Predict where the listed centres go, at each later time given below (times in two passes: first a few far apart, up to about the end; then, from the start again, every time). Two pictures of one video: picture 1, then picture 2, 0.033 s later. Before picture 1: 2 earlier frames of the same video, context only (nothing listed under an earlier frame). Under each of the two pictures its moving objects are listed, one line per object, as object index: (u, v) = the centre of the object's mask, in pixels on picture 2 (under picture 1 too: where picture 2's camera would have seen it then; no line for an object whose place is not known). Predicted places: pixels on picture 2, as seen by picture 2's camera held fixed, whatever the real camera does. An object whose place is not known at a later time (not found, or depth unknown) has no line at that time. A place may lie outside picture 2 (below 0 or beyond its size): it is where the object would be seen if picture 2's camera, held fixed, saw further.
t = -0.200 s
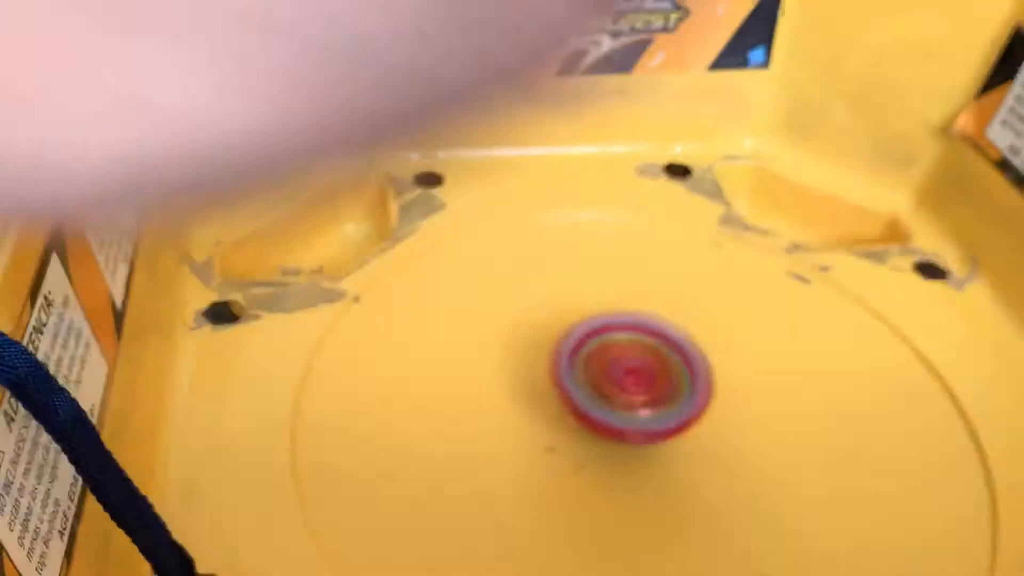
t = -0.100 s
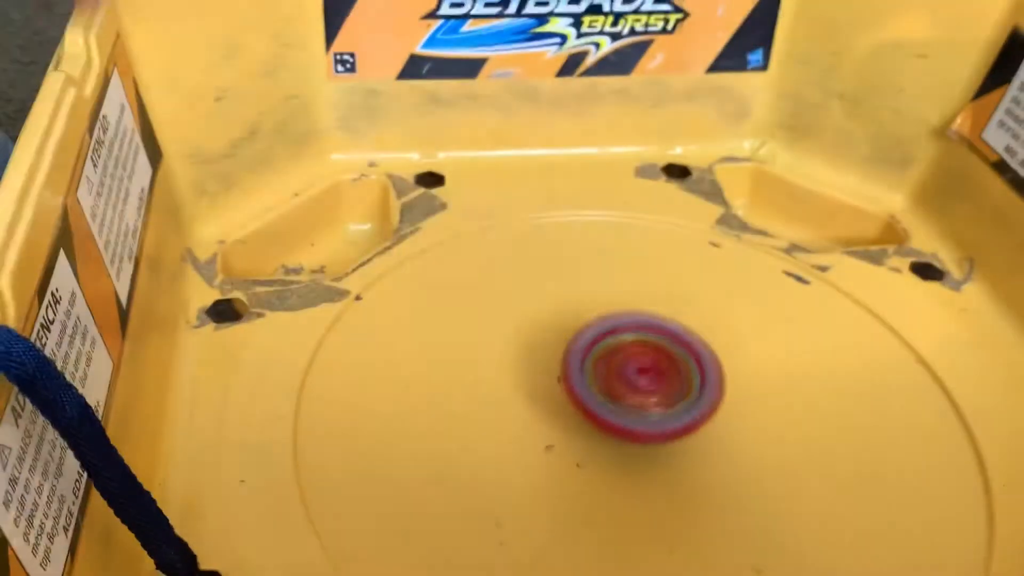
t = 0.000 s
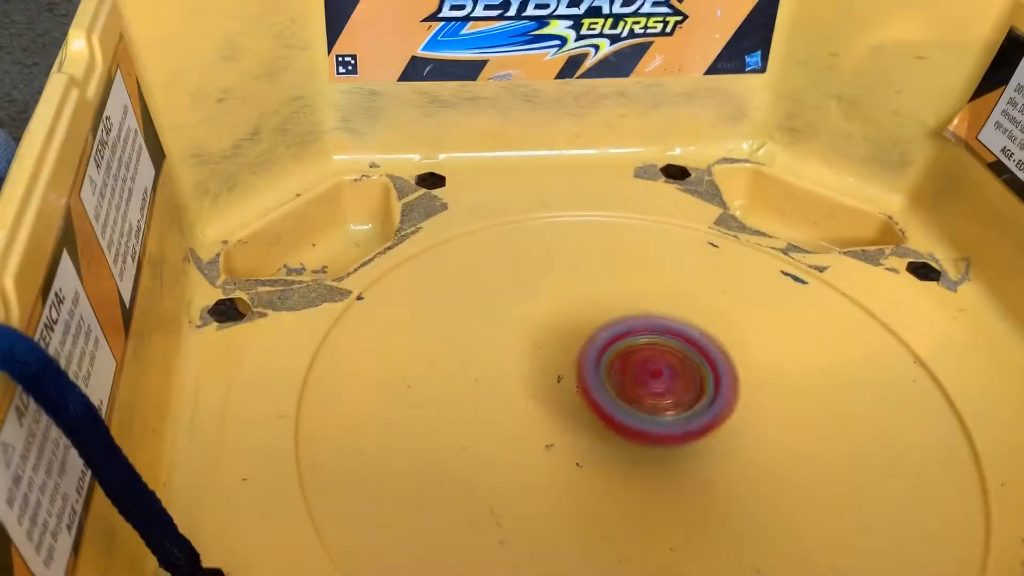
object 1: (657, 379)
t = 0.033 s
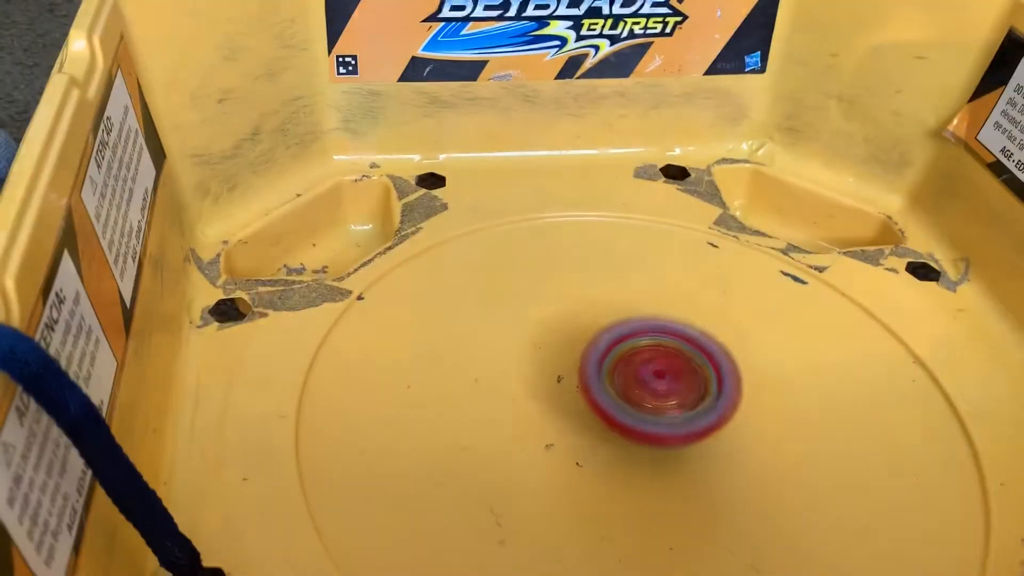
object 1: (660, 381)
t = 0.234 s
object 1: (678, 392)
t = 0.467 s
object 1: (684, 406)
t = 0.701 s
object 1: (671, 416)
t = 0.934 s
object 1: (655, 422)
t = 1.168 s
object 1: (646, 422)
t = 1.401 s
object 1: (634, 412)
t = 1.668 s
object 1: (618, 395)
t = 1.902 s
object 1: (619, 383)
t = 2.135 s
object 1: (636, 382)
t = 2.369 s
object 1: (651, 384)
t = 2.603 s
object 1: (662, 394)
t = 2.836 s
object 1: (663, 398)
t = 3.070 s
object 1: (659, 403)
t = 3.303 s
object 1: (650, 408)
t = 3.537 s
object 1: (639, 409)
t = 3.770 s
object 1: (628, 404)
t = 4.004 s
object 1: (624, 395)
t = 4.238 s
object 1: (624, 385)
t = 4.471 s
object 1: (630, 383)
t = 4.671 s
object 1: (642, 383)
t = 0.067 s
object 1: (663, 381)
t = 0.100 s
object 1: (669, 383)
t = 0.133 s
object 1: (673, 386)
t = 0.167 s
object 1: (675, 389)
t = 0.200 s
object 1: (676, 390)
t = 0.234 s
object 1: (678, 392)
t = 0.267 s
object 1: (681, 394)
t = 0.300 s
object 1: (682, 397)
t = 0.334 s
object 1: (682, 399)
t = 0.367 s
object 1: (682, 400)
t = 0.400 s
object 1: (683, 402)
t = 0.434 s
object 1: (684, 404)
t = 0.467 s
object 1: (684, 406)
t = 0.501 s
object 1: (681, 407)
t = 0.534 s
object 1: (680, 409)
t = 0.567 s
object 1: (680, 410)
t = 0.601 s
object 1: (680, 412)
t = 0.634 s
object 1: (678, 414)
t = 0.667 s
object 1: (674, 416)
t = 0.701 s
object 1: (671, 416)
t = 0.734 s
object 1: (669, 417)
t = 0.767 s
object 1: (667, 419)
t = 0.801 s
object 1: (666, 419)
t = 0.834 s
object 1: (663, 421)
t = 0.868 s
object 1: (659, 421)
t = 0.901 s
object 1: (656, 421)
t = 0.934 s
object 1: (655, 422)
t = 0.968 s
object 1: (654, 422)
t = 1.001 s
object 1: (653, 423)
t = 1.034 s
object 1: (651, 424)
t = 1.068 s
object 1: (648, 423)
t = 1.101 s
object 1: (646, 423)
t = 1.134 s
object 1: (646, 422)
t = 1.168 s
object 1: (646, 422)
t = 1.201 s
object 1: (645, 421)
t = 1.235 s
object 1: (644, 421)
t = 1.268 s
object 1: (642, 420)
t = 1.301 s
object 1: (639, 418)
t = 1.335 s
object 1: (637, 416)
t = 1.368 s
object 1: (635, 414)
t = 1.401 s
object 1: (634, 412)
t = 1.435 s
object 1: (633, 410)
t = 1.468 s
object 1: (631, 408)
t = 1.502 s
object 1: (628, 407)
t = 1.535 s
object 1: (625, 404)
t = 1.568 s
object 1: (621, 401)
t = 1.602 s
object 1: (619, 399)
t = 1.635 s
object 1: (618, 397)
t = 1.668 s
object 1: (618, 395)
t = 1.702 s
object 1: (617, 394)
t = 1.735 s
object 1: (617, 392)
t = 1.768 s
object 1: (617, 390)
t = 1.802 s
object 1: (616, 389)
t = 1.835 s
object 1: (616, 387)
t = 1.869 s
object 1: (617, 385)
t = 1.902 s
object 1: (619, 383)
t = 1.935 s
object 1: (621, 383)
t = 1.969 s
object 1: (623, 382)
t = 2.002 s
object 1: (626, 382)
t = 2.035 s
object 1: (629, 382)
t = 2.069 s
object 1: (632, 382)
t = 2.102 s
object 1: (634, 382)
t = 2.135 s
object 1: (636, 382)
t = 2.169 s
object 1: (638, 382)
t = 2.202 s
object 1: (640, 382)
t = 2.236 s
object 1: (642, 382)
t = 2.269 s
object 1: (643, 382)
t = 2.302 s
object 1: (646, 382)
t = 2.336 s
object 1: (648, 383)
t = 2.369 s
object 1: (651, 384)
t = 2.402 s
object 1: (654, 385)
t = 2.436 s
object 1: (656, 387)
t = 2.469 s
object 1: (658, 389)
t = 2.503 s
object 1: (660, 390)
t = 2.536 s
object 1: (661, 392)
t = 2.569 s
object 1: (662, 393)
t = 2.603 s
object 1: (662, 394)
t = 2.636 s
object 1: (663, 395)
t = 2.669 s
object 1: (663, 396)
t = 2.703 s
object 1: (663, 396)
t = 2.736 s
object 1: (663, 397)
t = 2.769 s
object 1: (663, 397)
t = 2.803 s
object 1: (663, 398)
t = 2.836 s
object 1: (663, 398)
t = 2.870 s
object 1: (663, 398)
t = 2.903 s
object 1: (663, 399)
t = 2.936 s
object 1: (662, 400)
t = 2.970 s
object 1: (661, 400)
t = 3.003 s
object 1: (660, 401)
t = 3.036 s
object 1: (659, 402)
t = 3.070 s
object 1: (659, 403)
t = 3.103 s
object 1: (658, 404)
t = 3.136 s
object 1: (657, 405)
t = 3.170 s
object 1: (656, 406)
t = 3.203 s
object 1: (655, 406)
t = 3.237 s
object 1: (653, 407)
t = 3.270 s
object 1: (651, 407)
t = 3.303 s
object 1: (650, 408)
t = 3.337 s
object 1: (648, 408)
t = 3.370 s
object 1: (647, 408)
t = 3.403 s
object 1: (645, 409)
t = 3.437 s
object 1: (643, 409)
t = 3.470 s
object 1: (642, 409)
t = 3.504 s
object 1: (641, 409)
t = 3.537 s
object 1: (639, 409)
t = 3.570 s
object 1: (638, 409)
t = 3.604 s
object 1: (637, 409)
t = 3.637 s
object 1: (635, 408)
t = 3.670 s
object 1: (633, 407)
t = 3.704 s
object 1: (632, 406)
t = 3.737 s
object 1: (630, 405)
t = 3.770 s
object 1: (628, 404)
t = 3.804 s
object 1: (627, 403)
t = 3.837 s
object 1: (626, 402)
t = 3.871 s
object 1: (625, 400)
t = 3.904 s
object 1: (625, 399)
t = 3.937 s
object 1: (624, 398)
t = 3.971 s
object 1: (624, 396)
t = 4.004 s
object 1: (624, 395)
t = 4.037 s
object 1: (624, 393)
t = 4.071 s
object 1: (623, 392)
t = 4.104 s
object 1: (623, 390)
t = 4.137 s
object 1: (623, 389)
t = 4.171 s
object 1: (623, 387)
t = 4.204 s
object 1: (623, 386)
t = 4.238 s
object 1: (624, 385)
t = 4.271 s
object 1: (624, 384)
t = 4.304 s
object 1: (624, 383)
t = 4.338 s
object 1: (625, 383)
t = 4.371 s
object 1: (626, 382)
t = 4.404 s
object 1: (627, 382)
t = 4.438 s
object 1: (628, 382)
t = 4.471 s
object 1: (630, 383)
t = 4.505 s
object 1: (631, 383)
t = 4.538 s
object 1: (634, 383)
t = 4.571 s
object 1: (636, 383)
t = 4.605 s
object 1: (638, 383)
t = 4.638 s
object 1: (640, 383)
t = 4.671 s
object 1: (642, 383)
